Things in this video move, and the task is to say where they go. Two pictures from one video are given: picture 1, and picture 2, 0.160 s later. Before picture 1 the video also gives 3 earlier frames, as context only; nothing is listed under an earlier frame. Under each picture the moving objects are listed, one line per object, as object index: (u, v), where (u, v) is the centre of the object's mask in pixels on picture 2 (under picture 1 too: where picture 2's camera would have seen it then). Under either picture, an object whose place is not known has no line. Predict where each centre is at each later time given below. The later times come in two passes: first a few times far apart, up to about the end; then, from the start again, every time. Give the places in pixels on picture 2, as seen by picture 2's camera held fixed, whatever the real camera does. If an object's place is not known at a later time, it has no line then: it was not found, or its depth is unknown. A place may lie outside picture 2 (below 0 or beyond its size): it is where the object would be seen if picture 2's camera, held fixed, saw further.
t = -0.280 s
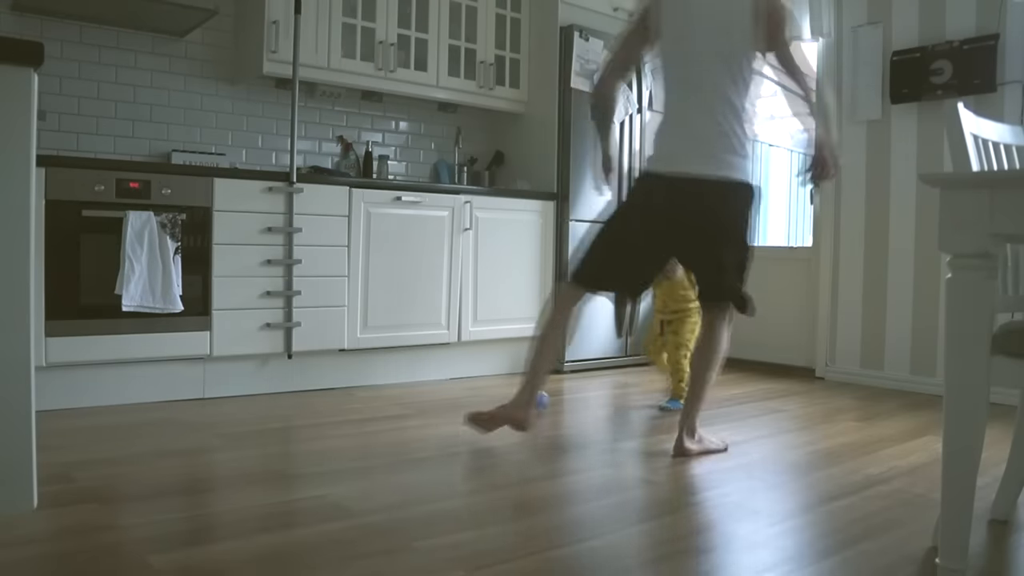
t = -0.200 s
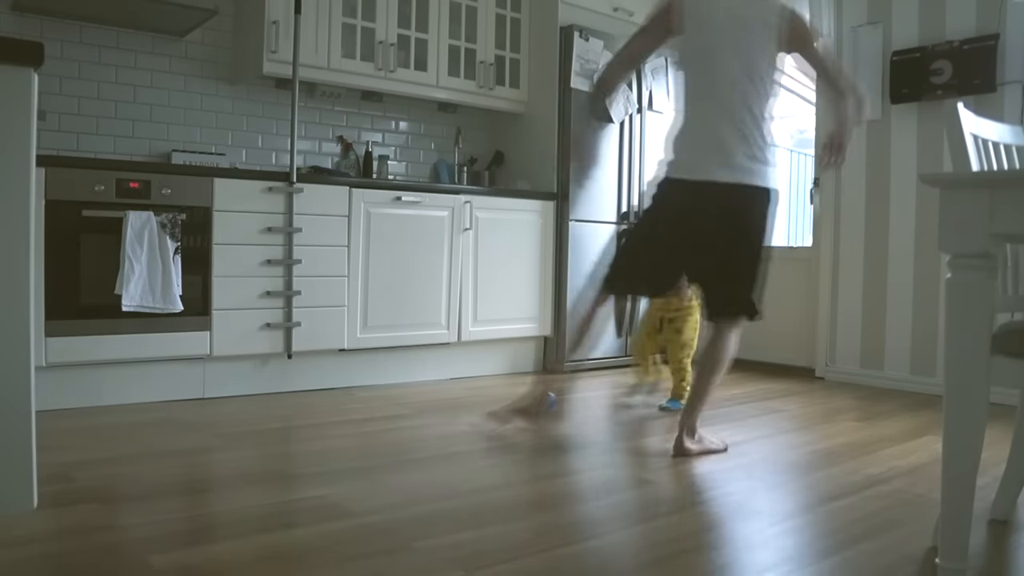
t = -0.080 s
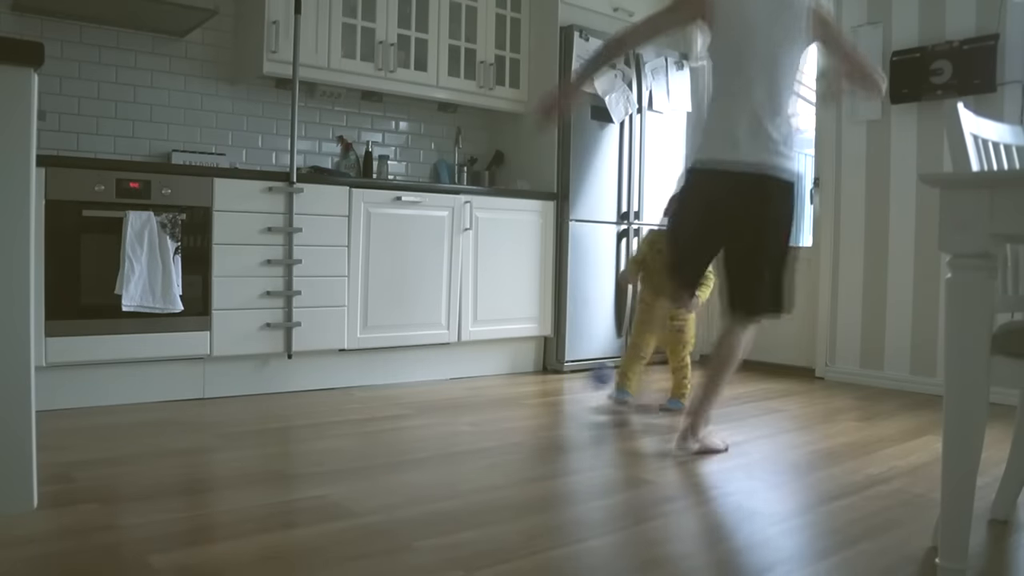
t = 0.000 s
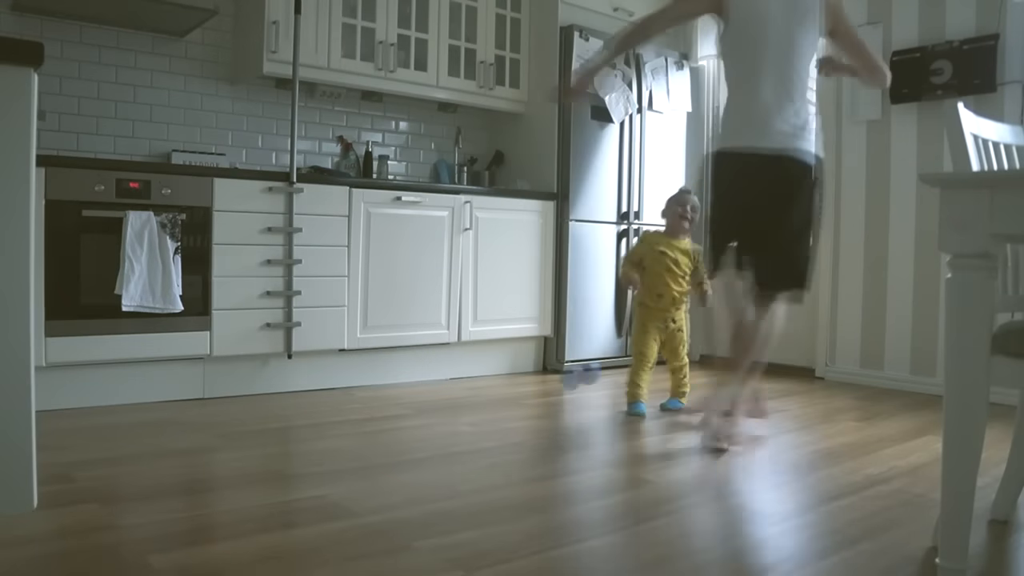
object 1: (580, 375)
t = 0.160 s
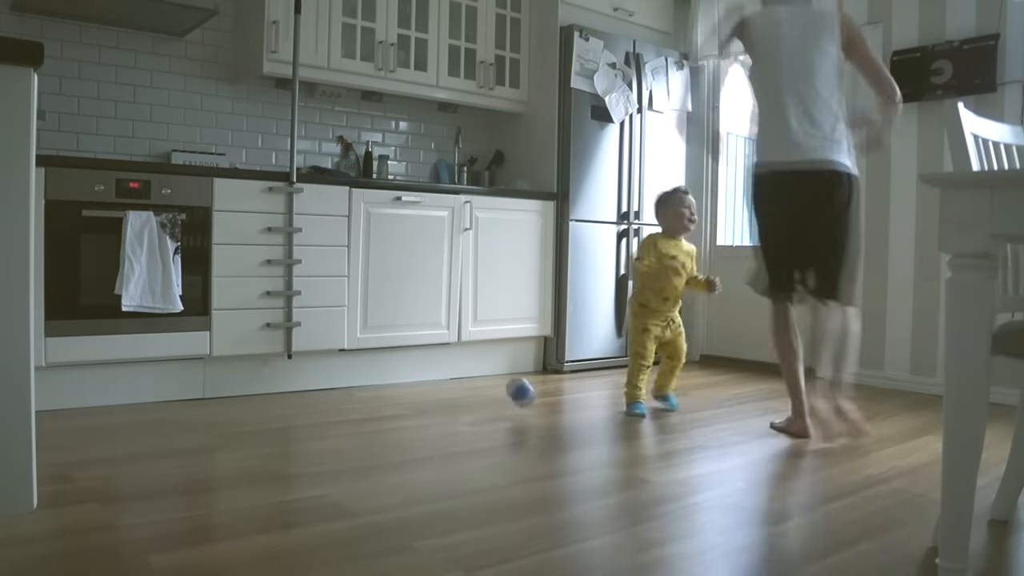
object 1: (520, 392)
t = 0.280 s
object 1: (503, 387)
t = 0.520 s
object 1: (465, 393)
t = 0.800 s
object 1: (433, 408)
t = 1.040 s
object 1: (405, 411)
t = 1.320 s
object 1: (380, 420)
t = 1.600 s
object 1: (361, 429)
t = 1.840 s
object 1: (351, 438)
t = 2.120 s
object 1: (354, 445)
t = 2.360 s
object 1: (366, 455)
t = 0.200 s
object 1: (515, 386)
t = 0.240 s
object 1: (510, 385)
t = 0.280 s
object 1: (503, 387)
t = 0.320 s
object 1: (496, 393)
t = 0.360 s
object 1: (488, 400)
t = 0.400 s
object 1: (482, 398)
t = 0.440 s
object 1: (477, 393)
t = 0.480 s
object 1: (472, 391)
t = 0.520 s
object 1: (465, 393)
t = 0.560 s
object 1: (459, 400)
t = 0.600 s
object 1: (452, 405)
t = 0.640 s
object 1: (447, 402)
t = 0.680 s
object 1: (443, 400)
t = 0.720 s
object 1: (440, 400)
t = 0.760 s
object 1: (437, 404)
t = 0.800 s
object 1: (433, 408)
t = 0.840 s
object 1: (428, 406)
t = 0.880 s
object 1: (424, 405)
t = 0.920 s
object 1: (419, 408)
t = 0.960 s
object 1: (413, 412)
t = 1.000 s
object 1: (409, 412)
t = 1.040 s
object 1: (405, 411)
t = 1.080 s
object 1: (400, 414)
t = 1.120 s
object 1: (395, 416)
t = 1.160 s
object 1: (392, 415)
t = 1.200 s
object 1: (389, 418)
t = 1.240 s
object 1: (385, 419)
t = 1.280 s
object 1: (383, 418)
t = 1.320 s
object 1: (380, 420)
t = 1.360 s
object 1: (377, 421)
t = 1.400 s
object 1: (375, 422)
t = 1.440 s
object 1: (372, 424)
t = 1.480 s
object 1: (369, 425)
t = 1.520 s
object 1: (366, 427)
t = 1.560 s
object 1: (363, 428)
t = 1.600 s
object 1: (361, 429)
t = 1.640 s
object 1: (358, 431)
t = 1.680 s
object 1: (356, 432)
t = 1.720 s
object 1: (354, 434)
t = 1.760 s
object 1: (353, 435)
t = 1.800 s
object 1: (352, 436)
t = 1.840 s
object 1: (351, 438)
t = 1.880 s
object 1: (350, 439)
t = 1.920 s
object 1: (350, 440)
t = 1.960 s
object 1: (350, 441)
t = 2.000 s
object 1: (351, 442)
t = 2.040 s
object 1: (352, 443)
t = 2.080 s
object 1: (352, 444)
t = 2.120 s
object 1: (354, 445)
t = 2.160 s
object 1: (355, 447)
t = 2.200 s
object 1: (357, 449)
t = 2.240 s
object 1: (359, 451)
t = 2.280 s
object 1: (361, 452)
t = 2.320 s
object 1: (364, 454)
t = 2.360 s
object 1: (366, 455)
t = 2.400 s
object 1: (369, 456)
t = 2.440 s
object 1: (371, 457)
